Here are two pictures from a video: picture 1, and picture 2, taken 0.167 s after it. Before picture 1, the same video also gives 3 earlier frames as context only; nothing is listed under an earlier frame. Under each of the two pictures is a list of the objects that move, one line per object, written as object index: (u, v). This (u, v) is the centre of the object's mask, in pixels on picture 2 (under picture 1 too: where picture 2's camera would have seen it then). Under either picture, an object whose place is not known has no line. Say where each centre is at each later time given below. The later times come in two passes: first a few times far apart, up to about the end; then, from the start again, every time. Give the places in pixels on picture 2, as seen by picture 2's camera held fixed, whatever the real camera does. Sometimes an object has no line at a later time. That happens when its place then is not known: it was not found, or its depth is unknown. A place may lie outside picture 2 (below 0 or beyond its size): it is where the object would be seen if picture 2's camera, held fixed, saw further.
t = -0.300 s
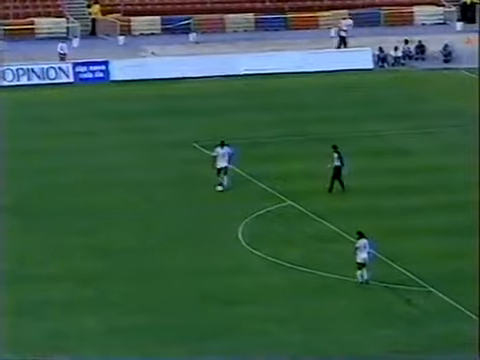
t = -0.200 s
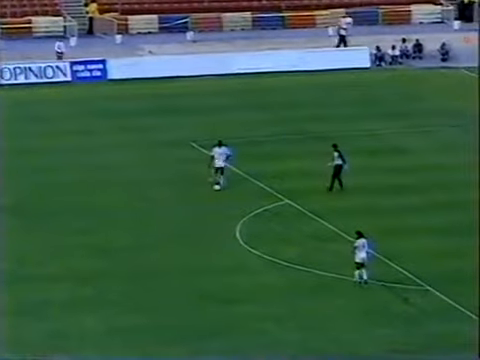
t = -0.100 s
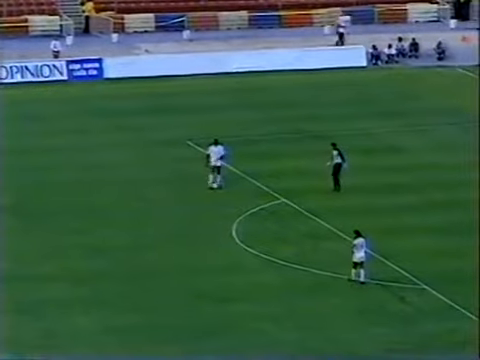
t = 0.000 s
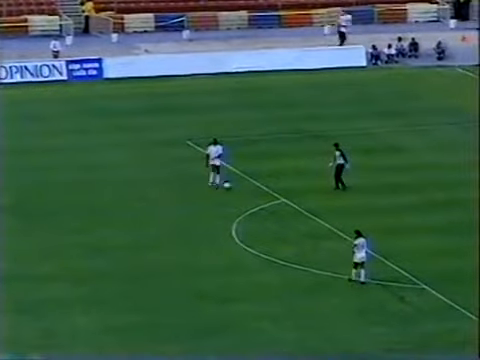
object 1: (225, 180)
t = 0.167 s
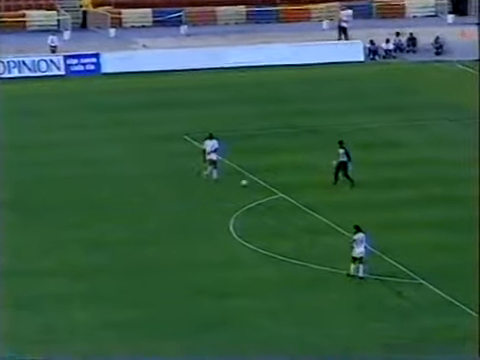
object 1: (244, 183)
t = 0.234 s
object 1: (251, 183)
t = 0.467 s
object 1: (272, 184)
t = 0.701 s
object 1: (290, 184)
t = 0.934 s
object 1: (308, 185)
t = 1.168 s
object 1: (325, 185)
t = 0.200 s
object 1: (248, 183)
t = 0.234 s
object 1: (251, 183)
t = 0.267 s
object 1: (254, 184)
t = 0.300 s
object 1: (257, 184)
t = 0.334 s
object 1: (259, 183)
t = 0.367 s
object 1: (263, 183)
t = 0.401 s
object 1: (266, 183)
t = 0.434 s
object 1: (269, 184)
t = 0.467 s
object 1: (272, 184)
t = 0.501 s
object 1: (275, 184)
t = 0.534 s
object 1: (277, 184)
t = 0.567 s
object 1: (281, 183)
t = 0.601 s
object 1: (283, 184)
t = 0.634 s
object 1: (285, 184)
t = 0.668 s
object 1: (288, 184)
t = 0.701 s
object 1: (290, 184)
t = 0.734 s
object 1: (293, 185)
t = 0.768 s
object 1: (295, 185)
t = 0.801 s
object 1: (298, 185)
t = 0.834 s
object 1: (301, 185)
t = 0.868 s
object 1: (304, 186)
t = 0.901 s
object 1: (306, 185)
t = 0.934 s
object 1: (308, 185)
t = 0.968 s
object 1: (311, 186)
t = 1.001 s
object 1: (313, 186)
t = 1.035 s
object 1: (315, 186)
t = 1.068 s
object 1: (318, 186)
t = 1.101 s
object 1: (320, 185)
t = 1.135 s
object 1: (322, 185)
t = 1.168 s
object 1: (325, 185)
